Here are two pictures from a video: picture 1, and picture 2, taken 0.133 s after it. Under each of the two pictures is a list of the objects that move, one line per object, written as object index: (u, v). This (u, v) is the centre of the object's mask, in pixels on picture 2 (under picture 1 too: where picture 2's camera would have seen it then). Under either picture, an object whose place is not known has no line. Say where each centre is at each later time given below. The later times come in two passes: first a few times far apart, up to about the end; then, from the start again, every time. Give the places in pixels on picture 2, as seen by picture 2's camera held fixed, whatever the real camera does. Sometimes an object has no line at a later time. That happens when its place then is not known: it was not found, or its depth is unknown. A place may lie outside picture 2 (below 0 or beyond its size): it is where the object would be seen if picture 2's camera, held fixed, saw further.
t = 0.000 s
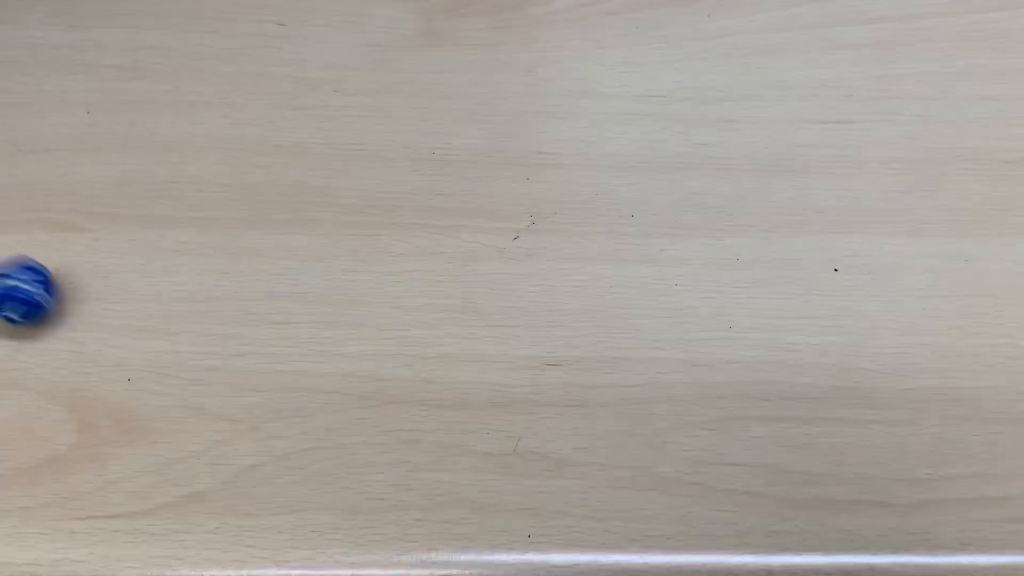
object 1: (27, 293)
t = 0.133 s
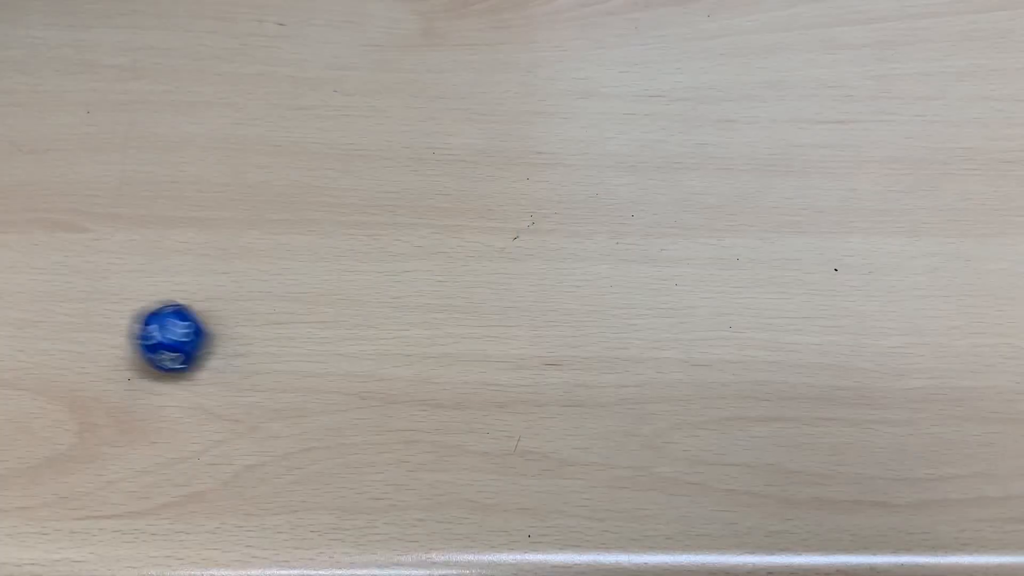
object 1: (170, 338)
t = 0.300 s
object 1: (326, 373)
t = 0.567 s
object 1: (485, 417)
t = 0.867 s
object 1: (492, 420)
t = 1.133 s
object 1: (492, 420)
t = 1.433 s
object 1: (492, 420)
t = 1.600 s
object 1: (492, 420)
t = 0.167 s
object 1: (205, 341)
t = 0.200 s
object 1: (238, 347)
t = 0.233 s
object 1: (267, 358)
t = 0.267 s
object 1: (297, 363)
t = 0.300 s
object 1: (326, 373)
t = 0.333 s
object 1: (354, 382)
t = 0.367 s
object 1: (379, 386)
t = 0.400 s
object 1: (403, 392)
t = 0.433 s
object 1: (426, 395)
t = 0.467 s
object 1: (445, 402)
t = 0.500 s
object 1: (462, 408)
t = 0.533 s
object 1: (475, 413)
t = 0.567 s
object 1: (485, 417)
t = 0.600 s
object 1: (491, 419)
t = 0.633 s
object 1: (492, 420)
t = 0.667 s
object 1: (492, 420)
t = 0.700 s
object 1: (492, 420)
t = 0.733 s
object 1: (492, 420)
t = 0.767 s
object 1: (492, 420)
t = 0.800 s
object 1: (492, 420)
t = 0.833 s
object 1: (492, 420)
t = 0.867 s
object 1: (492, 420)
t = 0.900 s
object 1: (492, 420)
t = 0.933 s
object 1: (492, 420)
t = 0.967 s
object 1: (492, 420)
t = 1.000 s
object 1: (492, 420)
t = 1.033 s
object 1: (492, 420)
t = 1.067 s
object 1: (492, 420)
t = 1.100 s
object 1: (492, 420)
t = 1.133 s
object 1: (492, 420)
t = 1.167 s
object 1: (492, 420)
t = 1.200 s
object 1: (492, 420)
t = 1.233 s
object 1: (492, 420)
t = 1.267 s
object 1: (492, 420)
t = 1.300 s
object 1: (492, 420)
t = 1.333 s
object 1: (492, 420)
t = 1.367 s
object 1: (492, 420)
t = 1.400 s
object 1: (492, 420)
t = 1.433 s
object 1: (492, 420)
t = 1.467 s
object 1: (492, 420)
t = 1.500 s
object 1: (492, 420)
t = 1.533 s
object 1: (492, 420)
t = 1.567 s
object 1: (492, 420)
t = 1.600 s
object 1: (492, 420)
